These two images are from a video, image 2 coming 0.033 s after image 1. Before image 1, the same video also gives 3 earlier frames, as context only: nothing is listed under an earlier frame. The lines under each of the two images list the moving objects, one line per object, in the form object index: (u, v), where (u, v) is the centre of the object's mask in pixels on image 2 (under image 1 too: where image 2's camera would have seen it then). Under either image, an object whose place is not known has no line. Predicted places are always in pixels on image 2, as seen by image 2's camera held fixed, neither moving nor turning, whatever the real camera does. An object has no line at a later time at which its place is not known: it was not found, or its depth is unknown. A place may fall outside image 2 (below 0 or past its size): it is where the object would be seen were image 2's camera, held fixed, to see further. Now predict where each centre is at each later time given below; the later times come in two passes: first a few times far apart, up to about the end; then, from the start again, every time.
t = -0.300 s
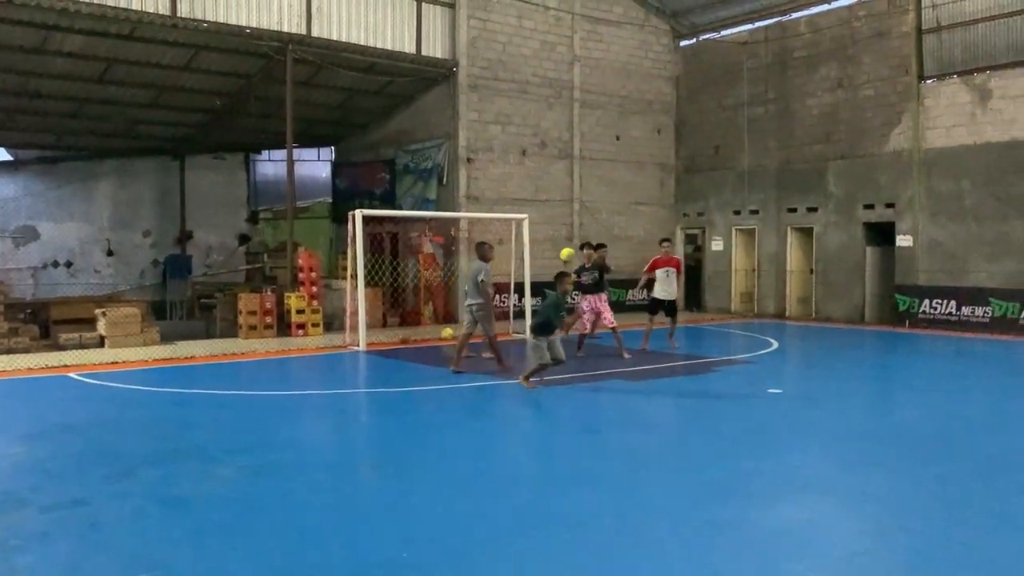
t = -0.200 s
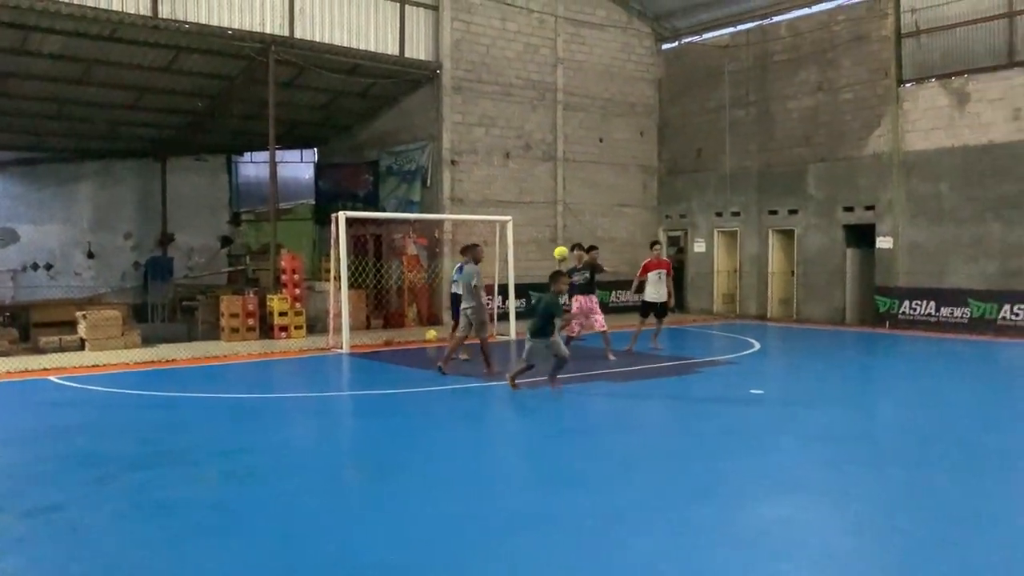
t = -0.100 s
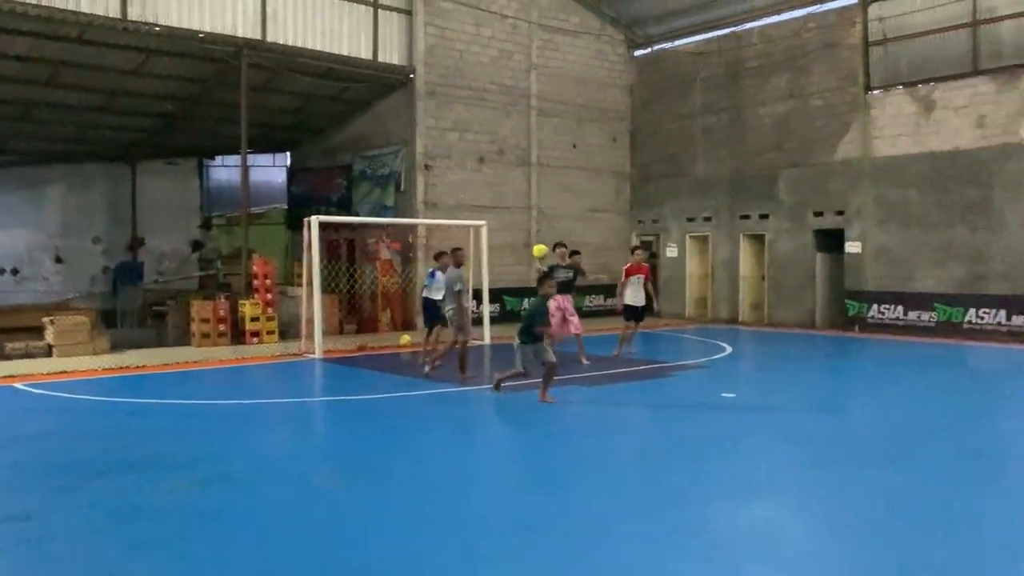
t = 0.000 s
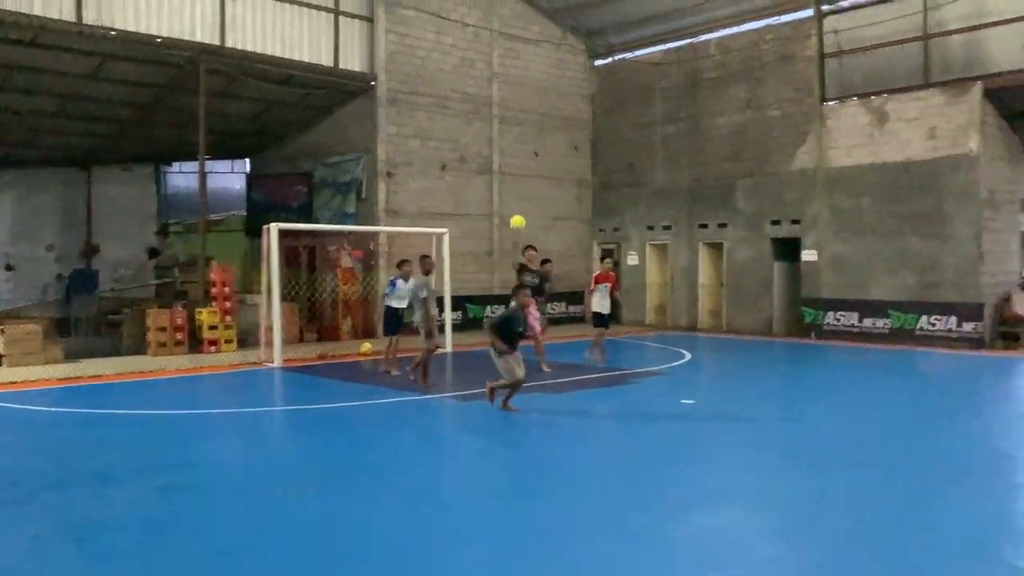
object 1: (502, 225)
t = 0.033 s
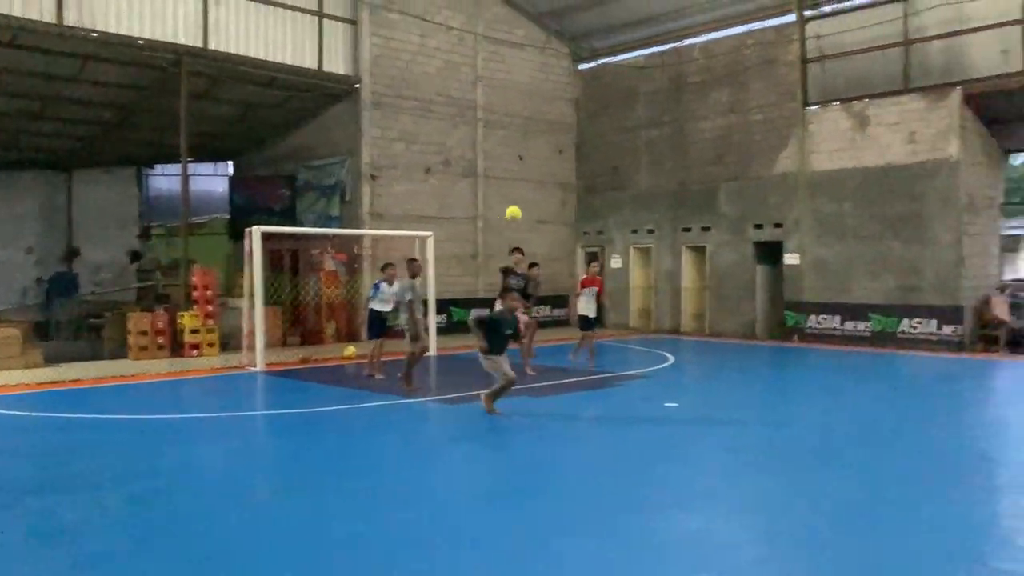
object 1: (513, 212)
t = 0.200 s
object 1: (585, 156)
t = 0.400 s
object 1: (701, 95)
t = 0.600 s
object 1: (873, 58)
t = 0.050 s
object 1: (519, 207)
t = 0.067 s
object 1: (525, 201)
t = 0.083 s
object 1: (532, 195)
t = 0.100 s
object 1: (538, 189)
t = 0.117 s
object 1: (546, 184)
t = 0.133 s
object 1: (554, 178)
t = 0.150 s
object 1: (561, 172)
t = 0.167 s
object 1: (569, 167)
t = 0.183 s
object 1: (577, 161)
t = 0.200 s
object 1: (585, 156)
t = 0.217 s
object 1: (594, 150)
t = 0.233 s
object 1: (602, 145)
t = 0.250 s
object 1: (610, 139)
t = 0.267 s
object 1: (619, 134)
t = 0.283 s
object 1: (628, 128)
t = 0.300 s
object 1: (636, 124)
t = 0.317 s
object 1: (645, 119)
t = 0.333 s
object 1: (655, 115)
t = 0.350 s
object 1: (665, 110)
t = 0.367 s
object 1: (677, 105)
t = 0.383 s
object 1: (689, 100)
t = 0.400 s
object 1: (701, 95)
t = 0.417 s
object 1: (714, 91)
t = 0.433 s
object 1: (727, 86)
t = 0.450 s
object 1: (738, 82)
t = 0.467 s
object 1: (749, 79)
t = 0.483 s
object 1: (764, 76)
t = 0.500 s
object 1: (777, 71)
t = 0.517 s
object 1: (792, 68)
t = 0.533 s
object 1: (806, 66)
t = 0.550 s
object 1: (821, 64)
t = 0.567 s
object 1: (837, 62)
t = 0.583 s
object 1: (854, 60)
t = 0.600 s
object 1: (873, 58)
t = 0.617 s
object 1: (890, 57)
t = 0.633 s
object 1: (910, 55)
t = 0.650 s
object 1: (932, 53)
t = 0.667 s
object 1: (953, 55)
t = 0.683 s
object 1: (976, 54)
